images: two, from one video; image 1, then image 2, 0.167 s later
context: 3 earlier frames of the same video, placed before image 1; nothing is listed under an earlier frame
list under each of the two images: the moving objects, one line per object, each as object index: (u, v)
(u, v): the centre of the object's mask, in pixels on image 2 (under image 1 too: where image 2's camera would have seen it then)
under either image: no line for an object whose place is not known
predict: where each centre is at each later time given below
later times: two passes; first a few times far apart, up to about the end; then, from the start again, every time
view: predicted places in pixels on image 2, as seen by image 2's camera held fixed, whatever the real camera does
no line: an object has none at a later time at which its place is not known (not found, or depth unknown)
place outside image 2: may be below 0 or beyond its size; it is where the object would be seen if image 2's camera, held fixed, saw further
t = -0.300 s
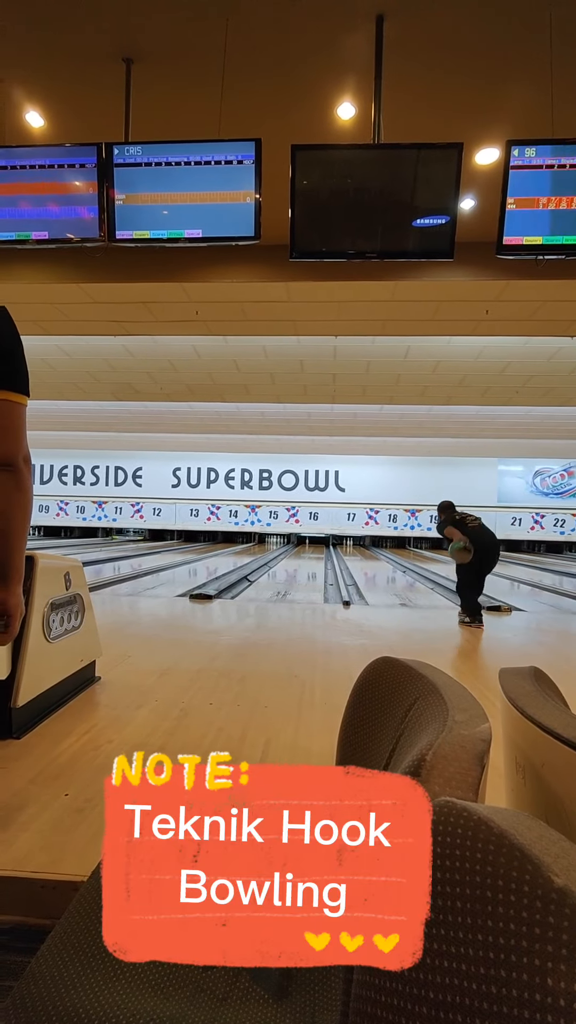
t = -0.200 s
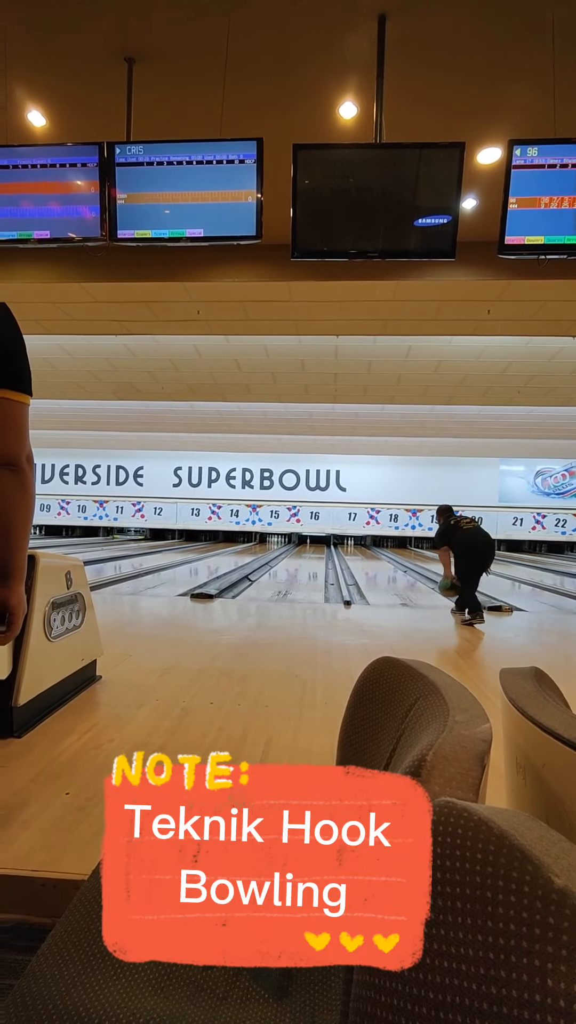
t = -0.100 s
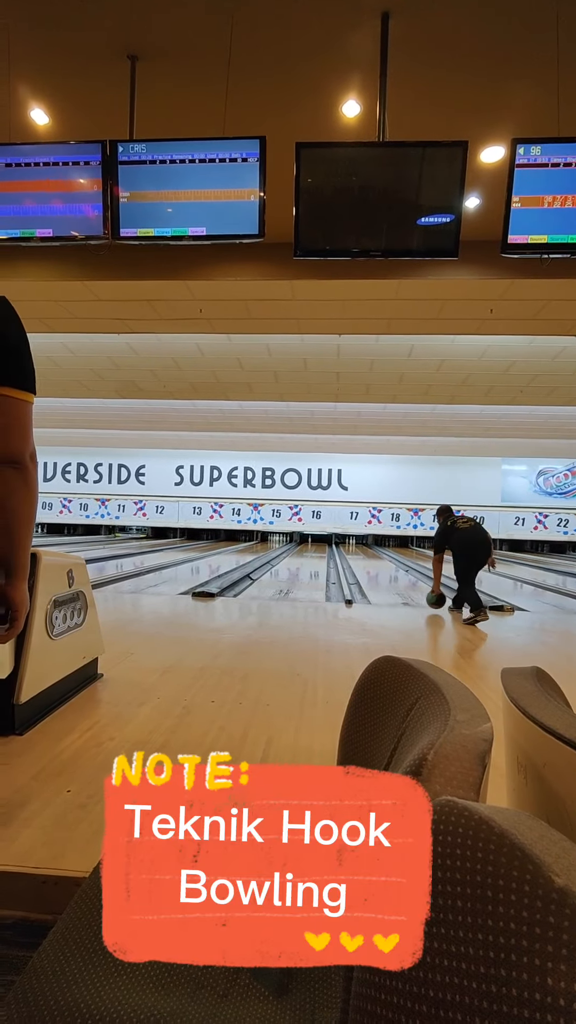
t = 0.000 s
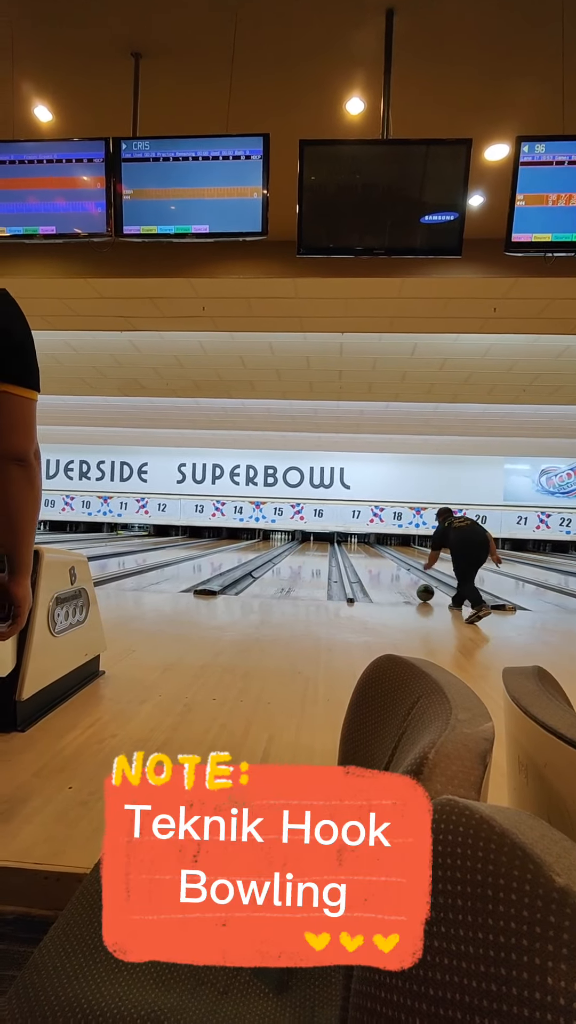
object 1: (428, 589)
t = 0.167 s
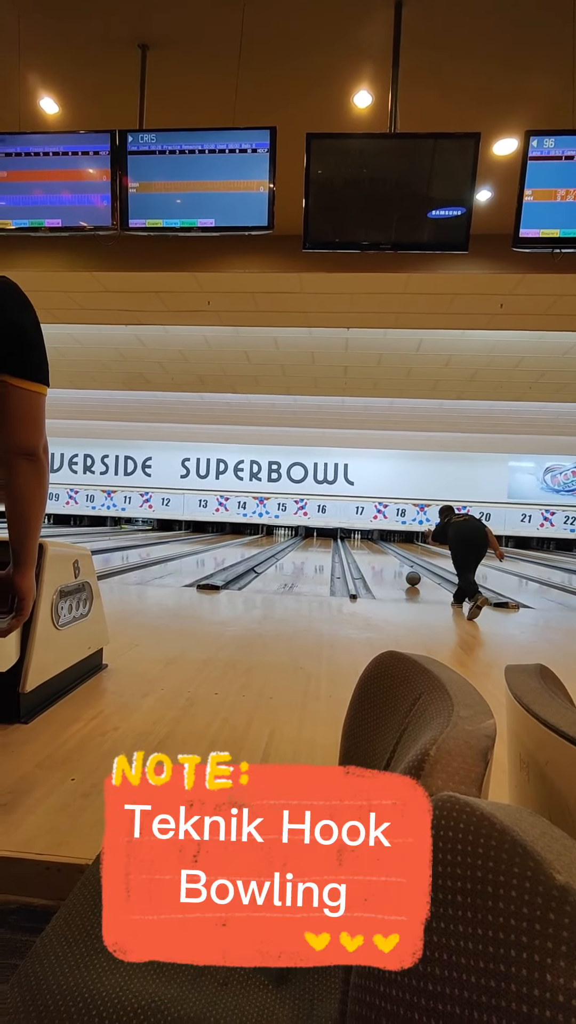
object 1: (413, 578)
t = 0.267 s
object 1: (406, 573)
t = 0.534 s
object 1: (393, 563)
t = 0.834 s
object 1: (384, 556)
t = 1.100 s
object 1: (380, 552)
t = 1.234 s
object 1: (377, 551)
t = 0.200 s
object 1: (410, 577)
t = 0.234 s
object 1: (408, 575)
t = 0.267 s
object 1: (406, 573)
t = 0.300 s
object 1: (404, 572)
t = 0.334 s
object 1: (402, 570)
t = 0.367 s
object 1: (400, 569)
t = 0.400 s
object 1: (399, 568)
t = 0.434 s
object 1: (397, 566)
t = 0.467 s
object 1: (396, 565)
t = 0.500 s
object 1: (394, 564)
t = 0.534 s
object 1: (393, 563)
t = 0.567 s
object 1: (392, 562)
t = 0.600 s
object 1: (391, 561)
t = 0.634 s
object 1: (389, 560)
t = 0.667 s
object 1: (388, 559)
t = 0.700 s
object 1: (387, 558)
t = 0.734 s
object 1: (387, 557)
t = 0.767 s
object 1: (386, 557)
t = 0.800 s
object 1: (385, 556)
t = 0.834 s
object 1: (384, 556)
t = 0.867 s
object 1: (383, 555)
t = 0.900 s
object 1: (383, 554)
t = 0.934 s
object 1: (382, 553)
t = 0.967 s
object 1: (381, 553)
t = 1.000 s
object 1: (381, 553)
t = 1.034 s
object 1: (380, 553)
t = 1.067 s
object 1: (380, 552)
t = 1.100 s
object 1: (380, 552)
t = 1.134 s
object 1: (379, 552)
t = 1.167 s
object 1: (379, 552)
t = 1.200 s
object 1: (378, 551)
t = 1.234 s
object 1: (377, 551)
